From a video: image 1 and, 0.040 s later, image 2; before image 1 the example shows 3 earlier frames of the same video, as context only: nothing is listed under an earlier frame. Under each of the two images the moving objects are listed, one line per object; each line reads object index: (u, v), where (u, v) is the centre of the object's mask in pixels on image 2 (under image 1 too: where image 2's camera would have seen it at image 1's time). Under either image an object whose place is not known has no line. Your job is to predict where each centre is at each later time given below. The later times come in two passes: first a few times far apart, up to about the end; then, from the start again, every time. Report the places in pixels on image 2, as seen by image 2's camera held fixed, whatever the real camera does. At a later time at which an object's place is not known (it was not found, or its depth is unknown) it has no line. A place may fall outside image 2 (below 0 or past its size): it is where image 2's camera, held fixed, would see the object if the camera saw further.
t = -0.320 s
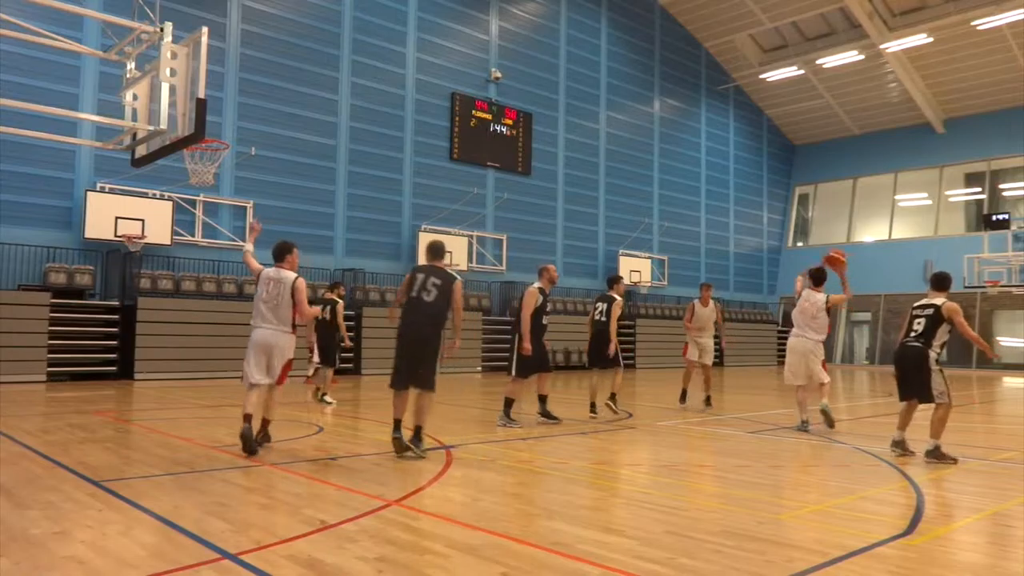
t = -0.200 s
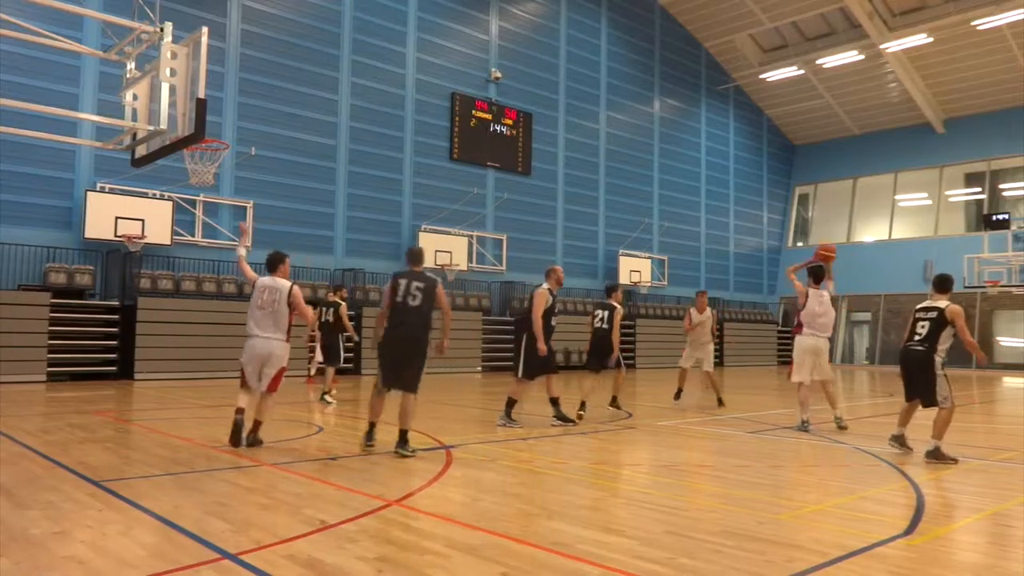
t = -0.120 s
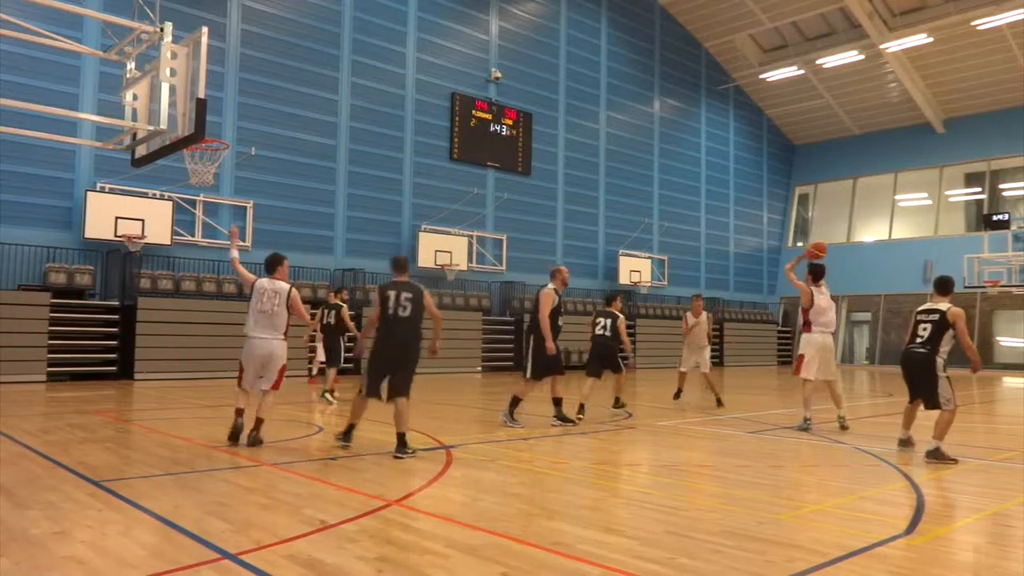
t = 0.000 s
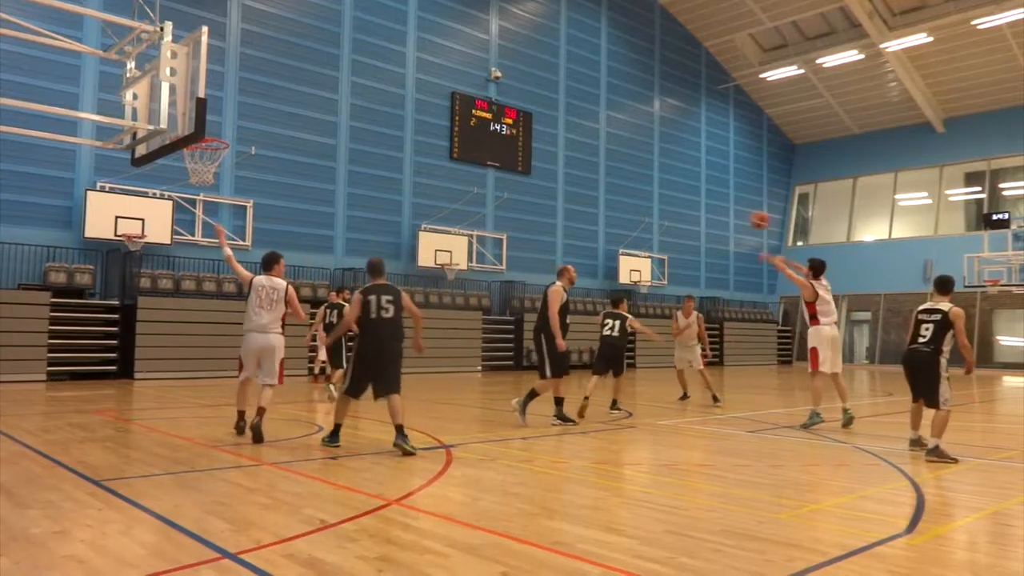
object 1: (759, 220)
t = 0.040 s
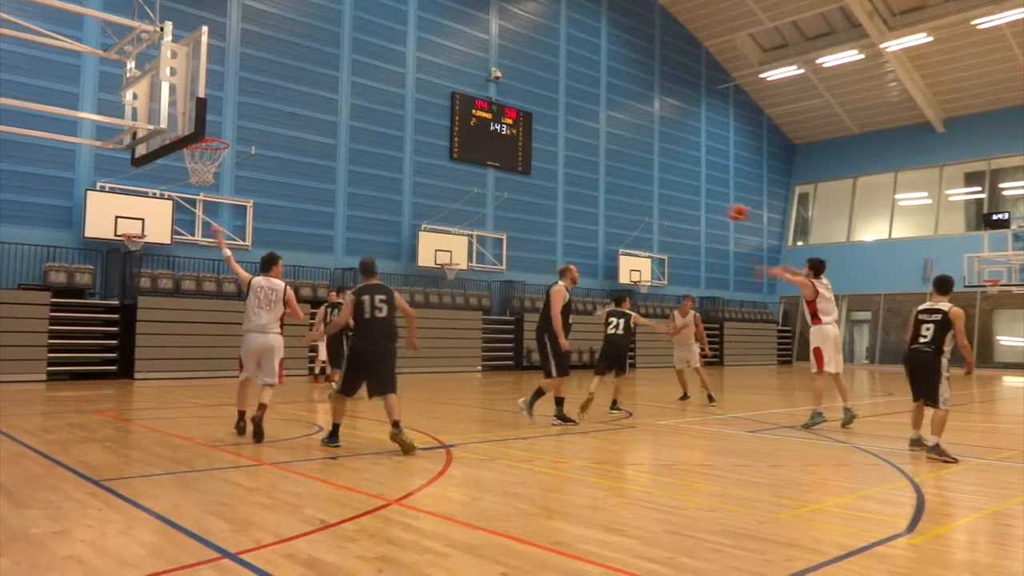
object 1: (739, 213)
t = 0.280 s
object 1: (628, 194)
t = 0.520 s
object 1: (544, 210)
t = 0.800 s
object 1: (466, 259)
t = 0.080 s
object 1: (717, 204)
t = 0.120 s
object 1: (696, 200)
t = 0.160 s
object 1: (679, 197)
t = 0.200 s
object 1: (661, 195)
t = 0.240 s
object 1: (644, 194)
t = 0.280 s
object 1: (628, 194)
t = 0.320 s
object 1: (613, 195)
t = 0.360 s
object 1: (597, 195)
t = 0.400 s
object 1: (583, 197)
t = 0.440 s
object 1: (570, 200)
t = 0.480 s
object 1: (555, 204)
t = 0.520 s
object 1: (544, 210)
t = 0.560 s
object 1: (531, 214)
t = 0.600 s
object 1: (520, 220)
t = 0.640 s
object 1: (509, 227)
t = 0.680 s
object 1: (498, 234)
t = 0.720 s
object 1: (484, 243)
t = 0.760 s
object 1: (477, 250)
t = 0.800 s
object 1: (466, 259)
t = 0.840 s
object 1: (458, 269)
